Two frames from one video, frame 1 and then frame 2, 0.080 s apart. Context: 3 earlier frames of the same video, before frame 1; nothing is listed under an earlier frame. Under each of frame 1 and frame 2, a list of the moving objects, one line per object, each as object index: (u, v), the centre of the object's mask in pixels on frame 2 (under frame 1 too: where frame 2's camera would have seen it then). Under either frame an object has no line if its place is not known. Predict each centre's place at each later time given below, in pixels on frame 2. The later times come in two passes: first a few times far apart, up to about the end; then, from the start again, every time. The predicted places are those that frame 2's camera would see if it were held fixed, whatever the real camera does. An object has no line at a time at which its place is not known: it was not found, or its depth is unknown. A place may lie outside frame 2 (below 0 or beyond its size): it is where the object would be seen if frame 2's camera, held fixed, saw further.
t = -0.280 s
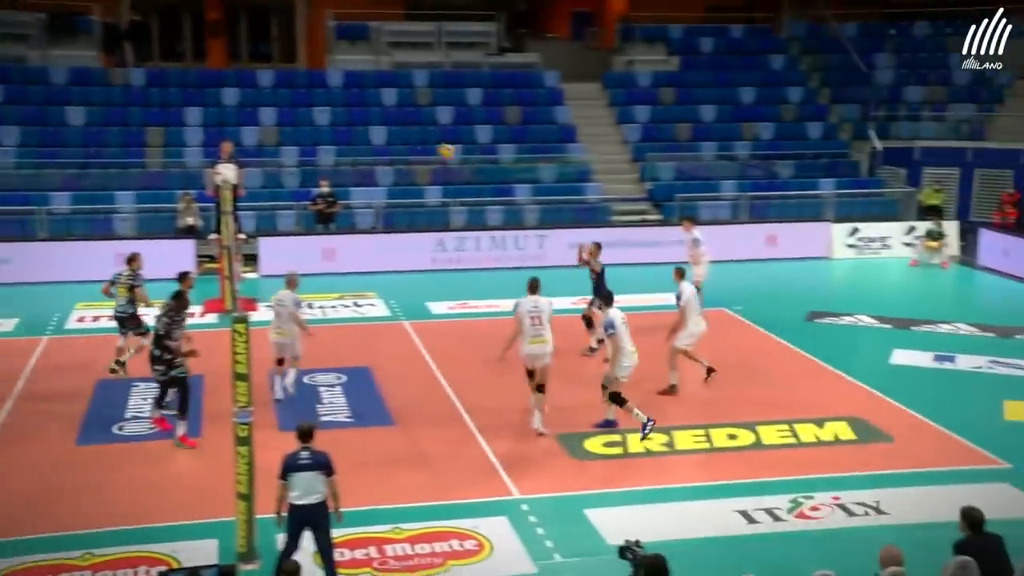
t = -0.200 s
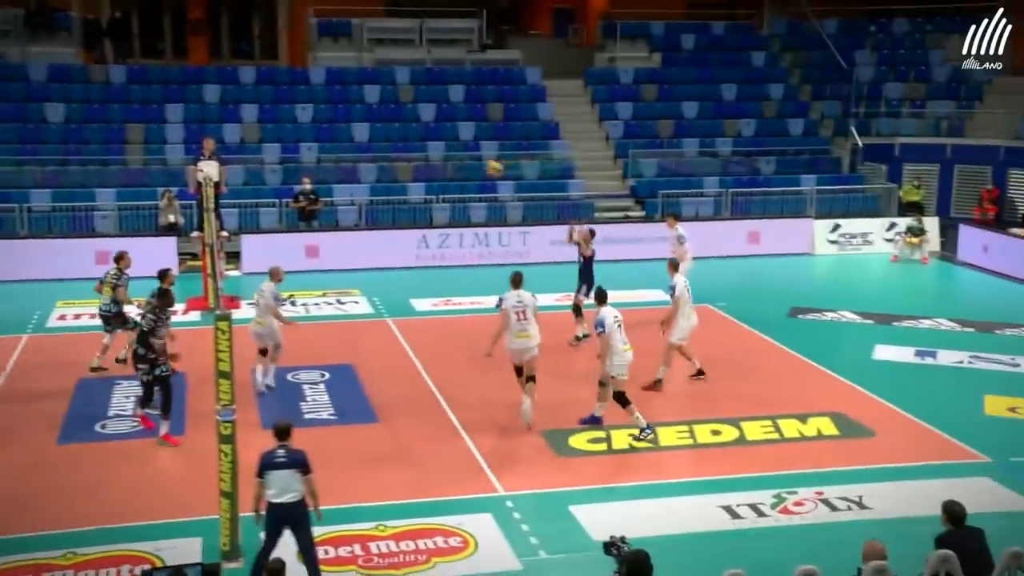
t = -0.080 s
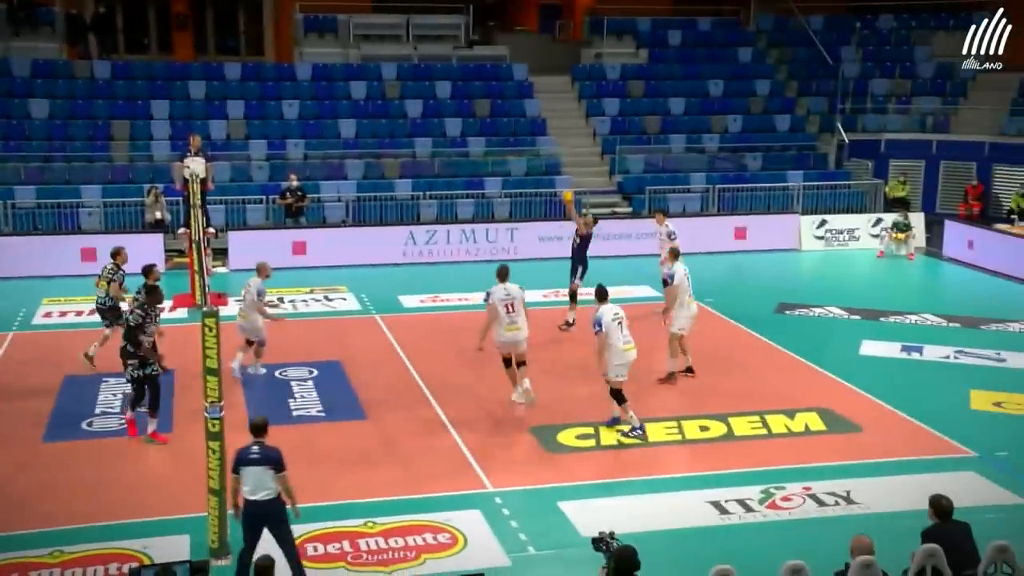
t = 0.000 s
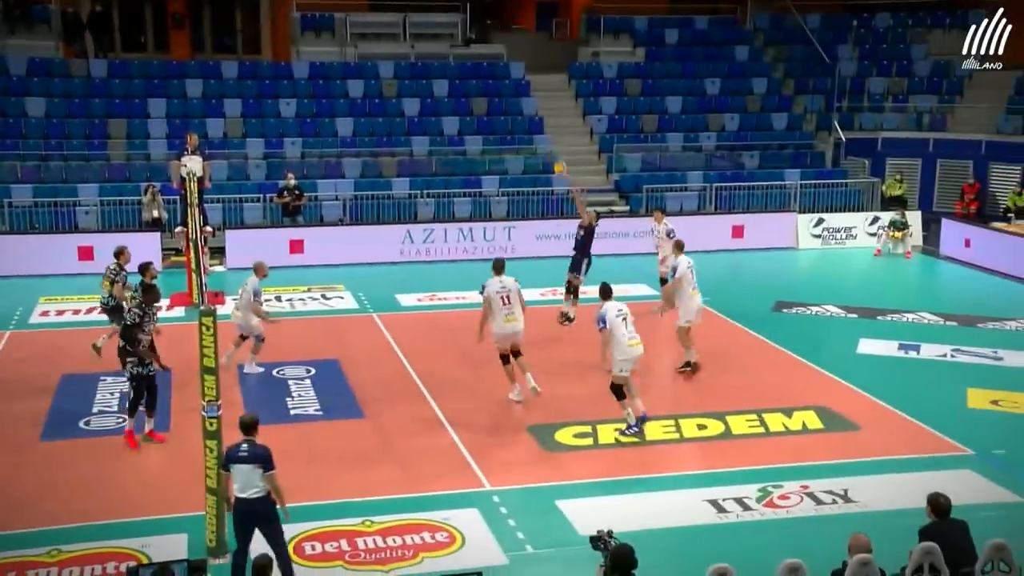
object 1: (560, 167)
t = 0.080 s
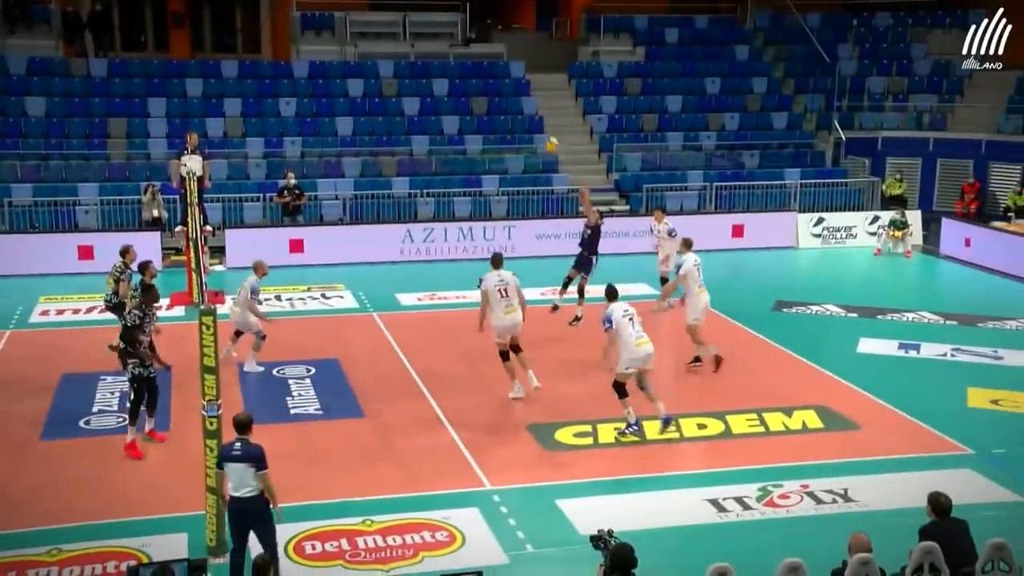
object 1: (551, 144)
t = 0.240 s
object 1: (533, 106)
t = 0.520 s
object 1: (497, 77)
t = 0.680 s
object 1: (476, 84)
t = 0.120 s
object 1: (547, 132)
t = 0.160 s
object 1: (541, 122)
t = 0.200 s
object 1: (537, 114)
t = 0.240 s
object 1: (533, 106)
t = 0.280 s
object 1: (528, 98)
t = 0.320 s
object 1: (522, 92)
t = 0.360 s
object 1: (517, 88)
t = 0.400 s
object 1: (512, 84)
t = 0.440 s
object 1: (507, 80)
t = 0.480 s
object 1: (502, 78)
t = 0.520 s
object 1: (497, 77)
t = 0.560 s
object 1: (492, 77)
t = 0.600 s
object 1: (487, 78)
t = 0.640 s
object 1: (482, 80)
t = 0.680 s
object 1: (476, 84)
